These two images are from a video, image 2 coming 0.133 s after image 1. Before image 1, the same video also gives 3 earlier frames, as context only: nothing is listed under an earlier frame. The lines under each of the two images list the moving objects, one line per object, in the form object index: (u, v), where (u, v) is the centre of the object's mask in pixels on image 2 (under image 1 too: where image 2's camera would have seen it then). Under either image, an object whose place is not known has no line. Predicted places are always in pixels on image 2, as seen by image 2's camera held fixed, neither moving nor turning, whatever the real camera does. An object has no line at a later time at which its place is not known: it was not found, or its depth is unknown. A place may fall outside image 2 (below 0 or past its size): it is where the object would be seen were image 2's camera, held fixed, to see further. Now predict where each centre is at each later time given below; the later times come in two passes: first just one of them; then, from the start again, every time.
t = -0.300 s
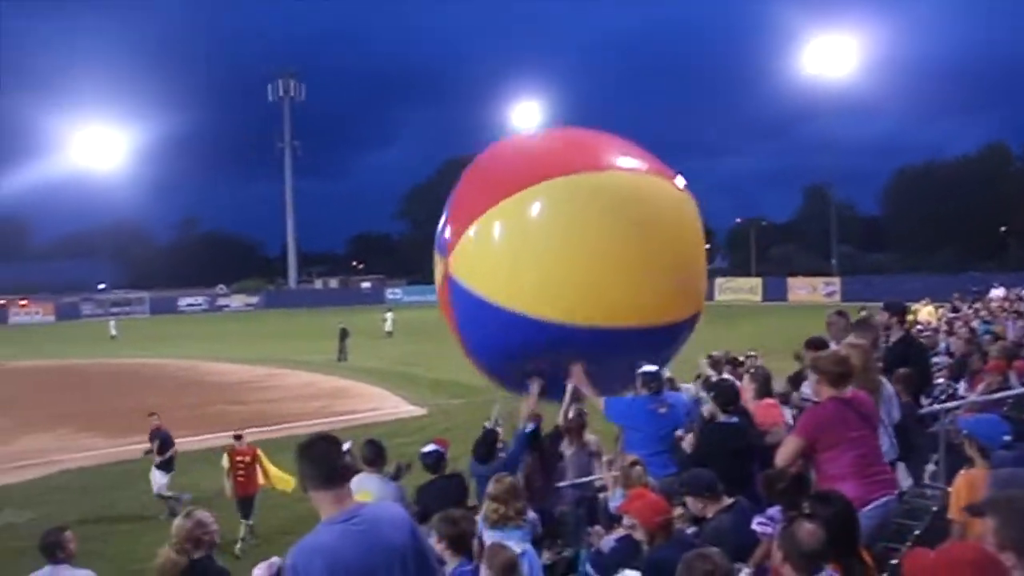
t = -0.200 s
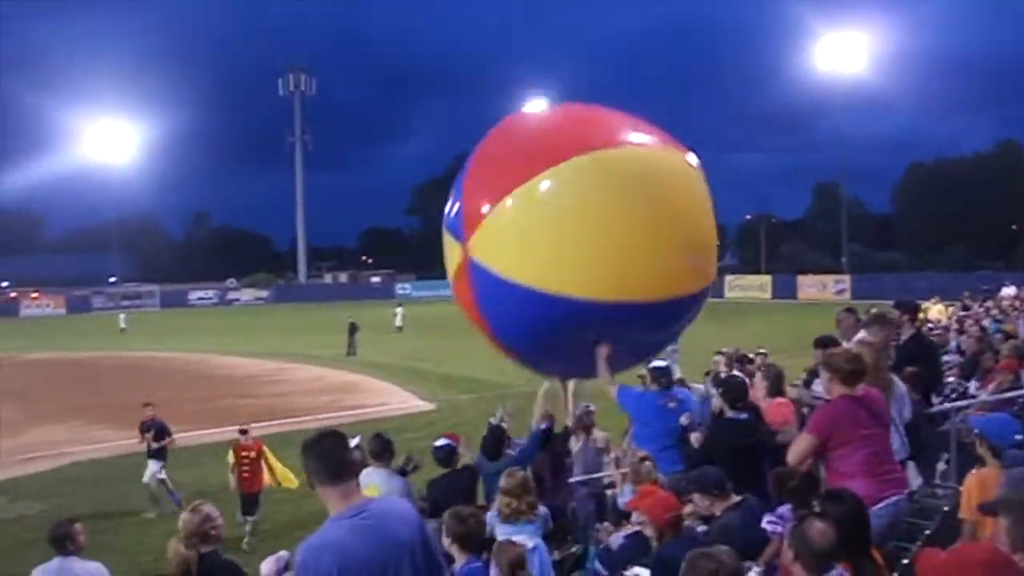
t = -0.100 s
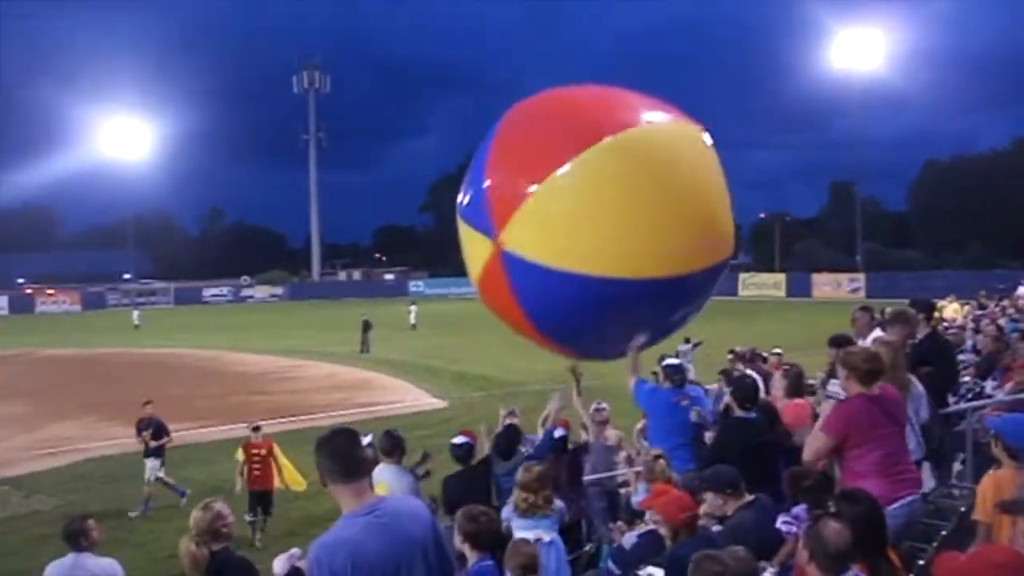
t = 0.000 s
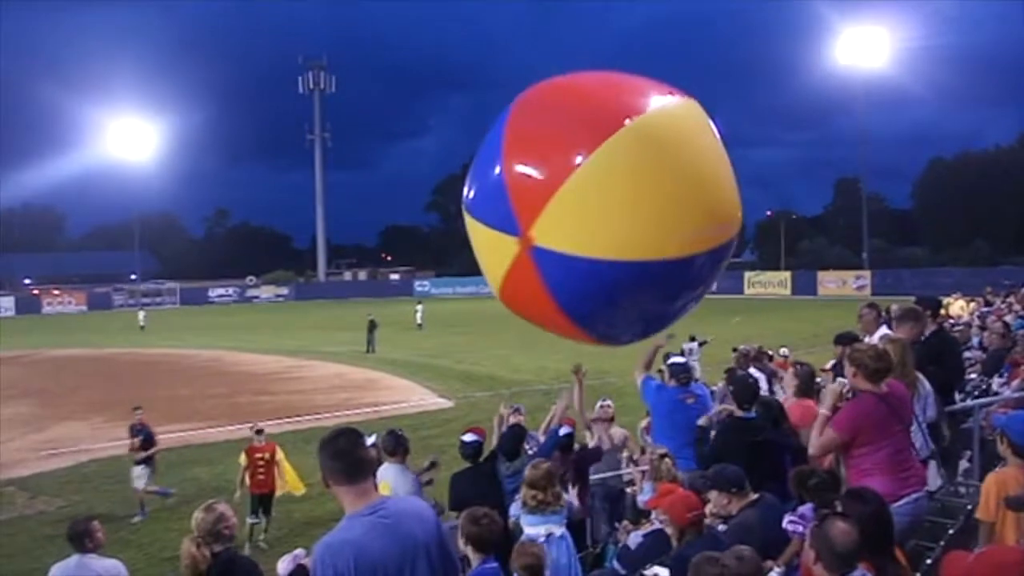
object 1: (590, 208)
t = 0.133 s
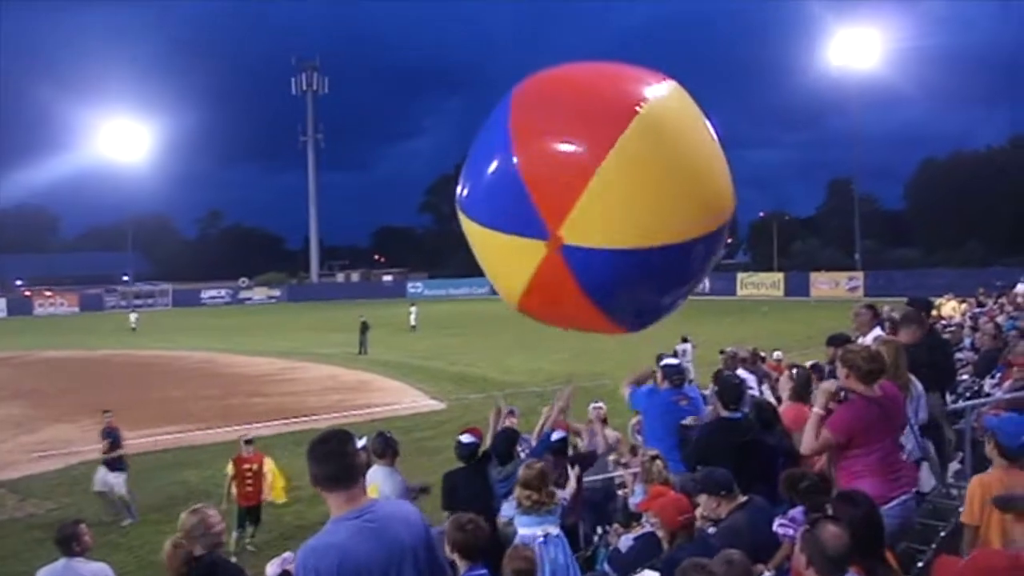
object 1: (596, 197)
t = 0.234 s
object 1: (601, 193)
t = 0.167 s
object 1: (597, 195)
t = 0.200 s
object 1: (599, 193)
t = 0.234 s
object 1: (601, 193)
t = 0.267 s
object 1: (603, 192)
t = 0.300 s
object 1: (605, 190)
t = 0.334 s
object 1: (607, 190)
